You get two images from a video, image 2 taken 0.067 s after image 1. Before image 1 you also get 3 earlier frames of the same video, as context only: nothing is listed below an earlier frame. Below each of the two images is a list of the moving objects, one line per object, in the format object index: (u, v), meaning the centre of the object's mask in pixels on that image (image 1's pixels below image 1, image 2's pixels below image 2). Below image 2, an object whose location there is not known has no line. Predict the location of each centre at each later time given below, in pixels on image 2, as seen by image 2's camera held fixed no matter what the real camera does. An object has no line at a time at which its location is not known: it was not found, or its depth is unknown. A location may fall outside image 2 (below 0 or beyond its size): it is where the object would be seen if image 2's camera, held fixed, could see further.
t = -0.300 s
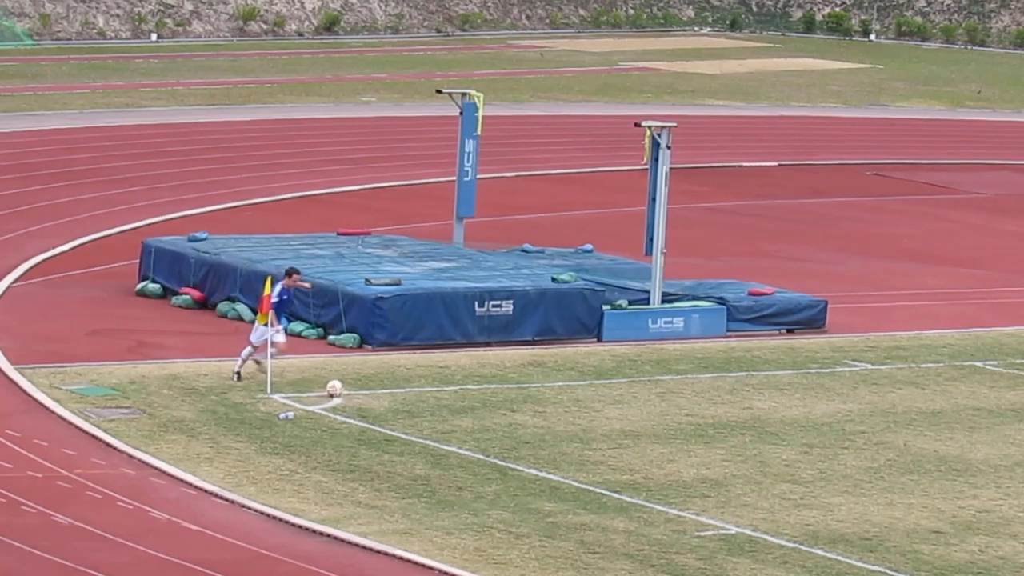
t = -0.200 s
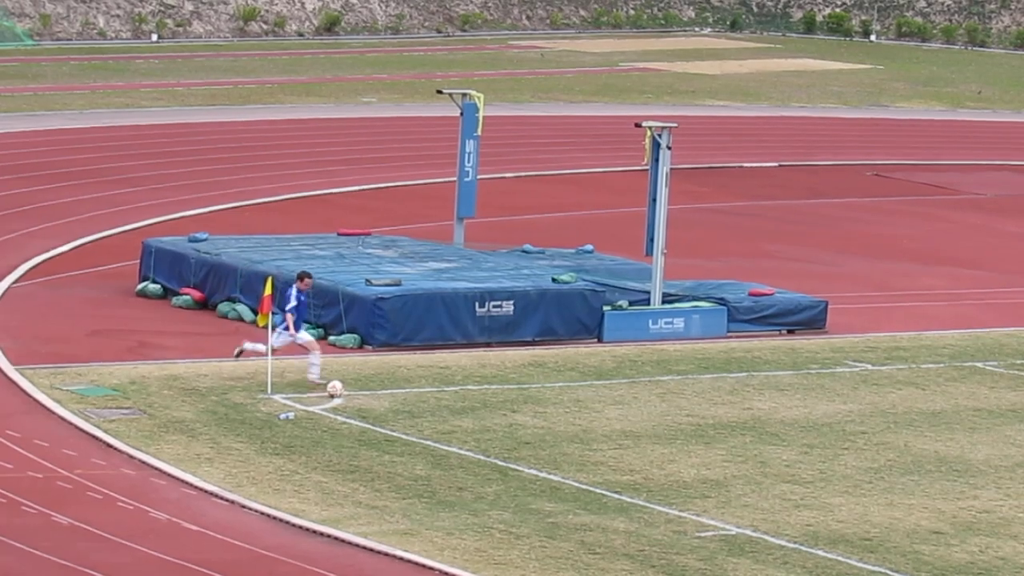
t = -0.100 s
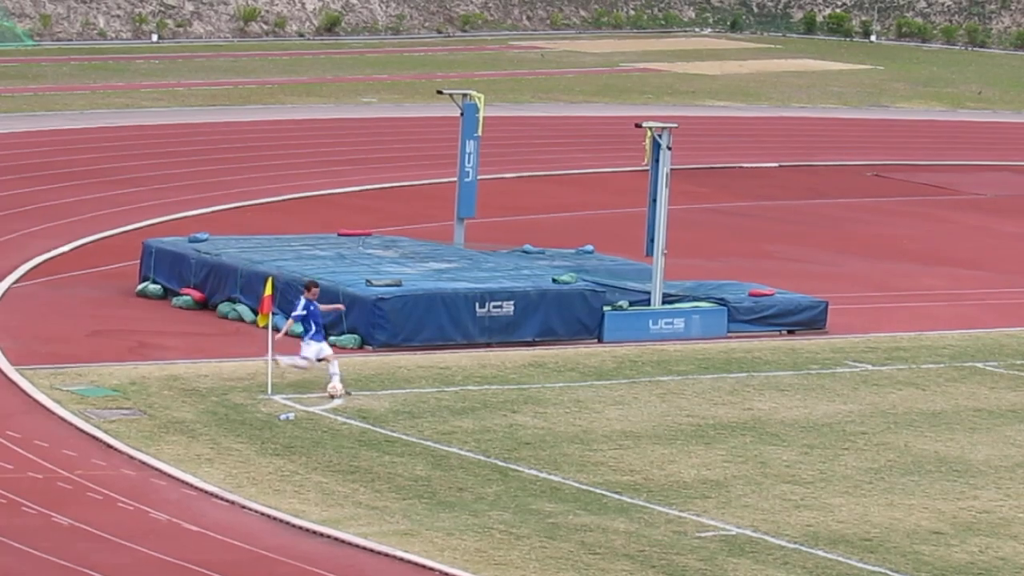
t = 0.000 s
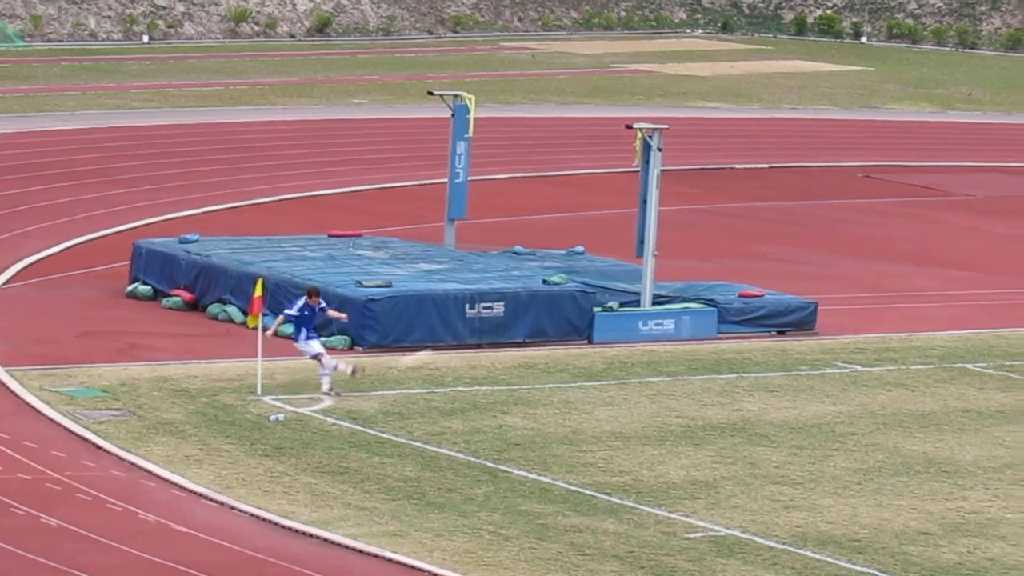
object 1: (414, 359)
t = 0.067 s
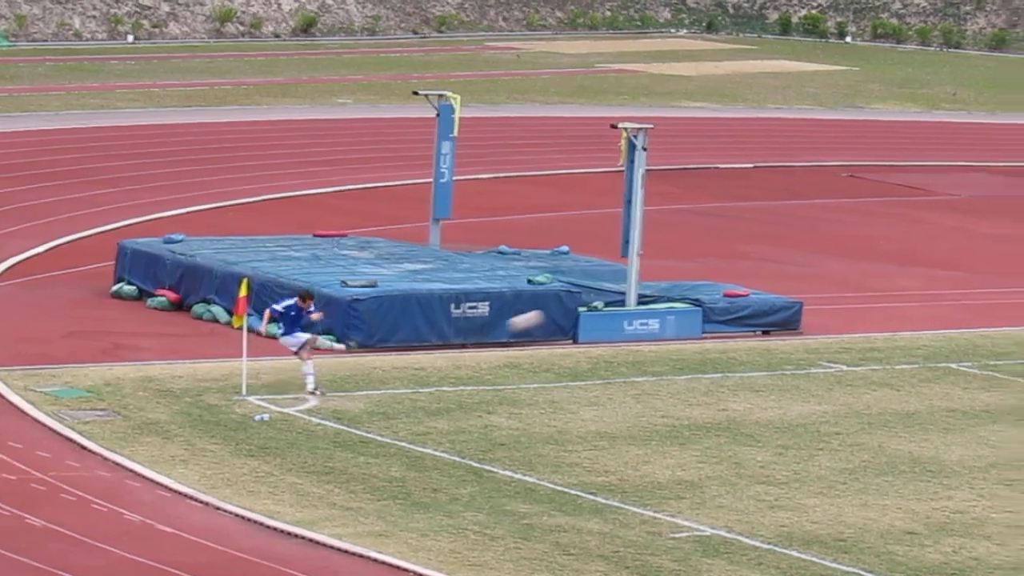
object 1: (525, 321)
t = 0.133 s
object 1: (645, 284)
